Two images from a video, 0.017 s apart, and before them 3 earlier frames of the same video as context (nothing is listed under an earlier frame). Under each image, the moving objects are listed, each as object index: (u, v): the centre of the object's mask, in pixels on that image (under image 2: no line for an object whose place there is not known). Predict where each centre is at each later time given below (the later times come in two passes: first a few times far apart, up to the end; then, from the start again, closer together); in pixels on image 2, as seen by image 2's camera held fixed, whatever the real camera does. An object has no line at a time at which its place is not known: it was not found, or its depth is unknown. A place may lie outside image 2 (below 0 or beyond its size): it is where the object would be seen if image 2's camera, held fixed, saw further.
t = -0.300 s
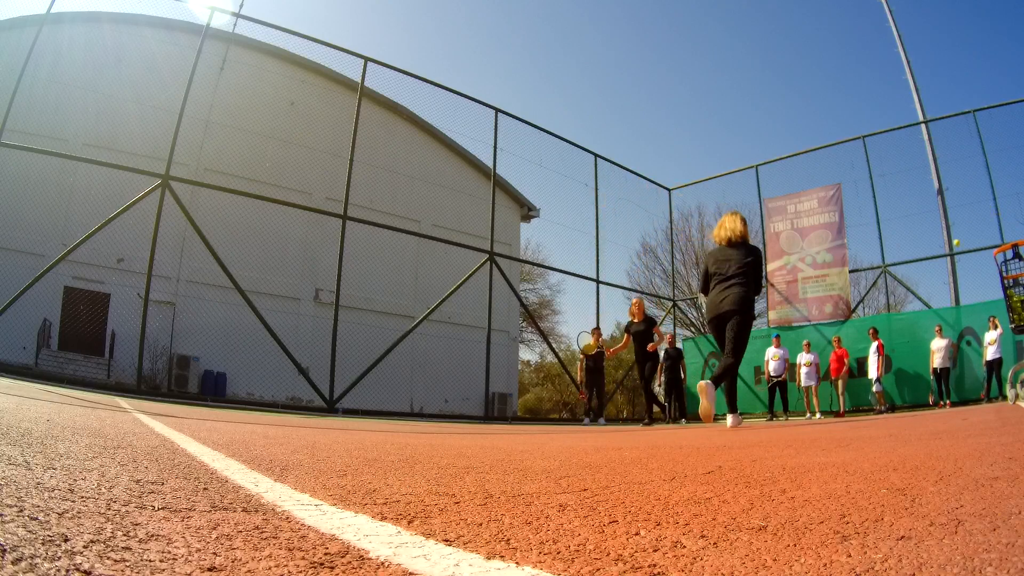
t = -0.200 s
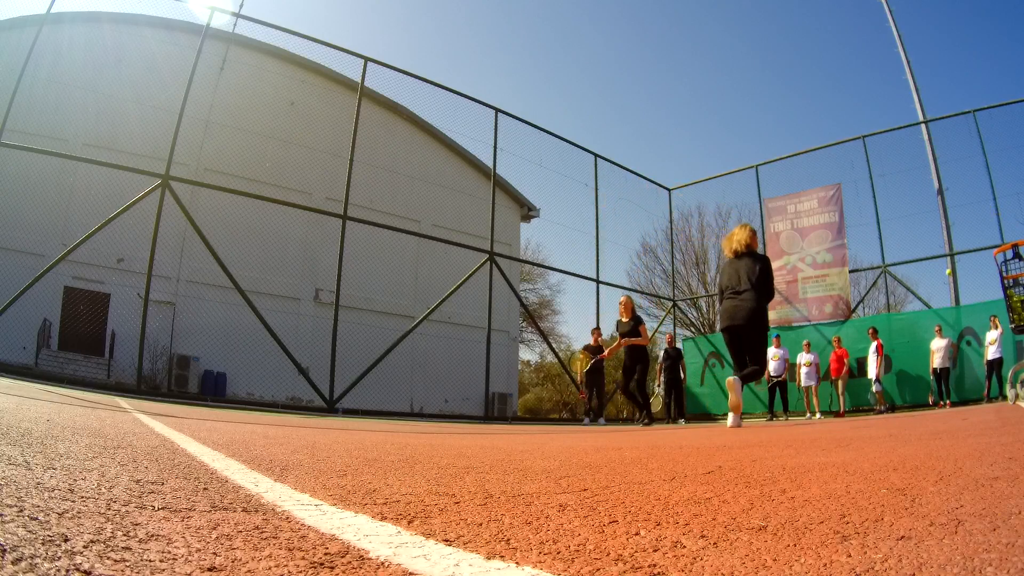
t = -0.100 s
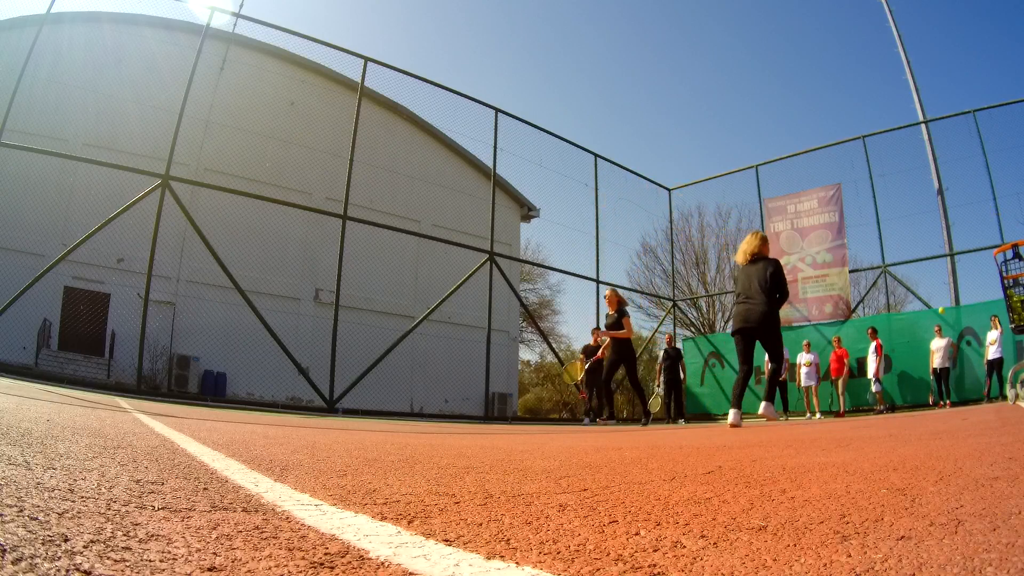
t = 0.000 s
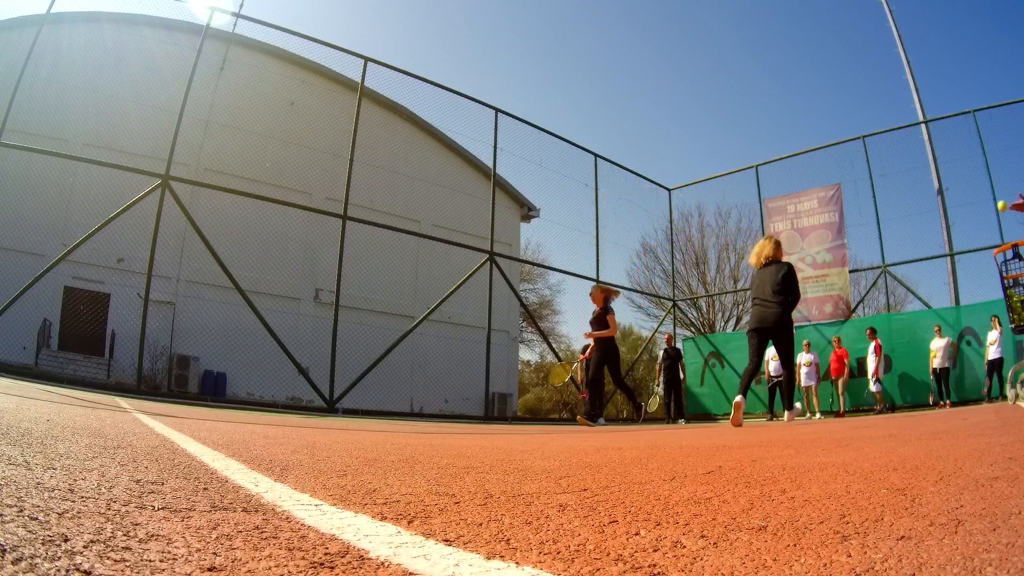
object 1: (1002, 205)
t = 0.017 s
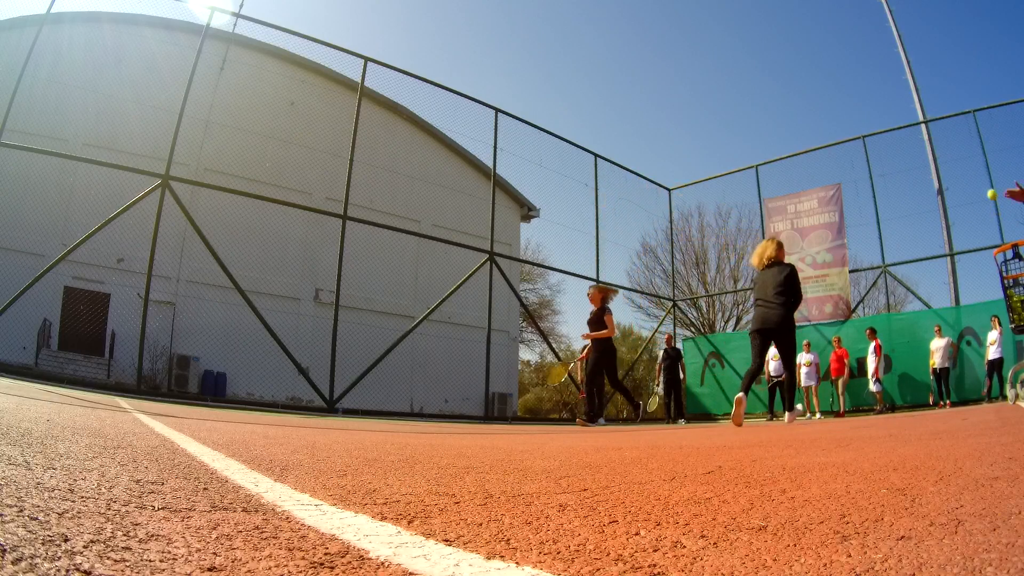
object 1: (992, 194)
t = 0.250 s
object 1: (837, 87)
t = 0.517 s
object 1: (661, 78)
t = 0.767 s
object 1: (501, 173)
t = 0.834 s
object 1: (459, 215)
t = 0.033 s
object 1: (981, 184)
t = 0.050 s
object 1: (971, 173)
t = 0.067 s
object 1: (960, 163)
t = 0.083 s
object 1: (949, 154)
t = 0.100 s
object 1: (938, 145)
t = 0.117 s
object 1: (926, 136)
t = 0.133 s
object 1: (915, 128)
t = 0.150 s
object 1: (905, 121)
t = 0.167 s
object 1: (893, 114)
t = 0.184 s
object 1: (882, 108)
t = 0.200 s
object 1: (871, 102)
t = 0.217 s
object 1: (859, 97)
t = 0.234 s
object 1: (848, 92)
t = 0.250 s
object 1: (837, 87)
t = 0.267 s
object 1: (826, 83)
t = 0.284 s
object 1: (814, 79)
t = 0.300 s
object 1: (803, 76)
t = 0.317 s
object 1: (792, 74)
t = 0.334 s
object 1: (781, 72)
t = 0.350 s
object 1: (770, 70)
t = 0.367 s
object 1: (759, 69)
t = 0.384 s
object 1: (748, 68)
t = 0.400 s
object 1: (737, 68)
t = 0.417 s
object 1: (726, 68)
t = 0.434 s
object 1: (715, 68)
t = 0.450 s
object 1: (704, 69)
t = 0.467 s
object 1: (694, 71)
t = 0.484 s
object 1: (683, 73)
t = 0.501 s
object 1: (672, 75)
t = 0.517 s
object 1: (661, 78)
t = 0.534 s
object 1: (650, 81)
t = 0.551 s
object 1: (640, 84)
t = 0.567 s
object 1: (629, 89)
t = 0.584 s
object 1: (618, 93)
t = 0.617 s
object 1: (597, 103)
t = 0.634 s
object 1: (586, 109)
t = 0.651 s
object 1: (576, 116)
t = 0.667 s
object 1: (565, 122)
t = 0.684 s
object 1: (554, 130)
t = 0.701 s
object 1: (543, 137)
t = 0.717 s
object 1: (533, 146)
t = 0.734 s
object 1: (522, 154)
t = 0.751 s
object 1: (511, 163)
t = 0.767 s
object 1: (501, 173)
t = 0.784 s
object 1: (490, 183)
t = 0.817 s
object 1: (469, 204)
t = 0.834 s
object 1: (459, 215)
